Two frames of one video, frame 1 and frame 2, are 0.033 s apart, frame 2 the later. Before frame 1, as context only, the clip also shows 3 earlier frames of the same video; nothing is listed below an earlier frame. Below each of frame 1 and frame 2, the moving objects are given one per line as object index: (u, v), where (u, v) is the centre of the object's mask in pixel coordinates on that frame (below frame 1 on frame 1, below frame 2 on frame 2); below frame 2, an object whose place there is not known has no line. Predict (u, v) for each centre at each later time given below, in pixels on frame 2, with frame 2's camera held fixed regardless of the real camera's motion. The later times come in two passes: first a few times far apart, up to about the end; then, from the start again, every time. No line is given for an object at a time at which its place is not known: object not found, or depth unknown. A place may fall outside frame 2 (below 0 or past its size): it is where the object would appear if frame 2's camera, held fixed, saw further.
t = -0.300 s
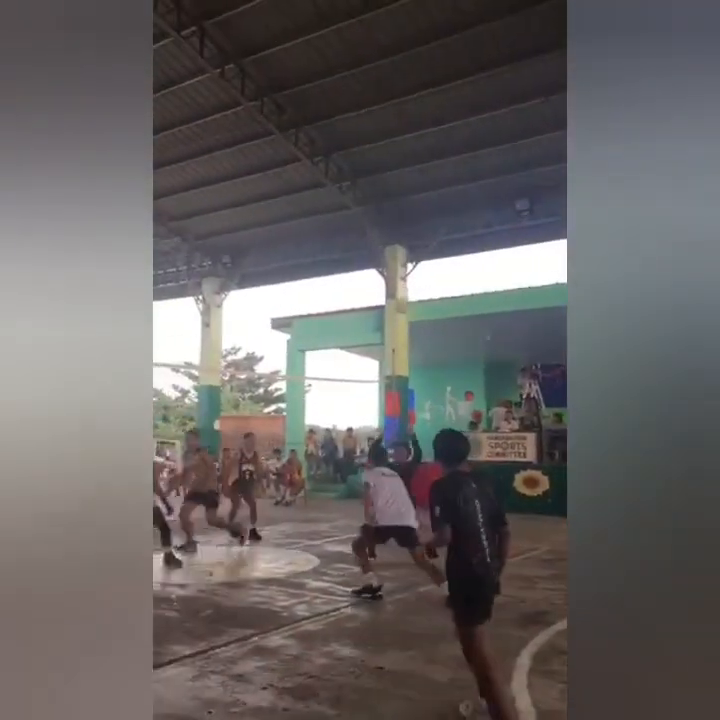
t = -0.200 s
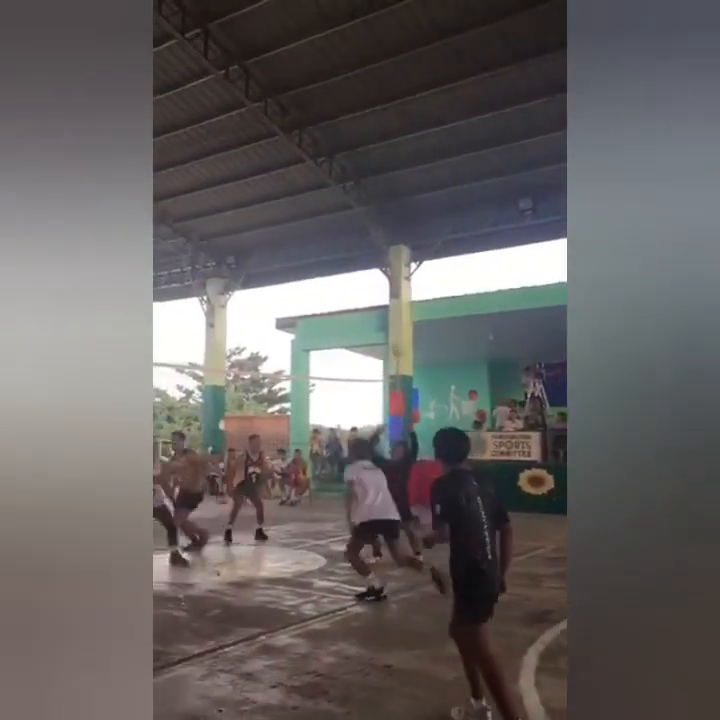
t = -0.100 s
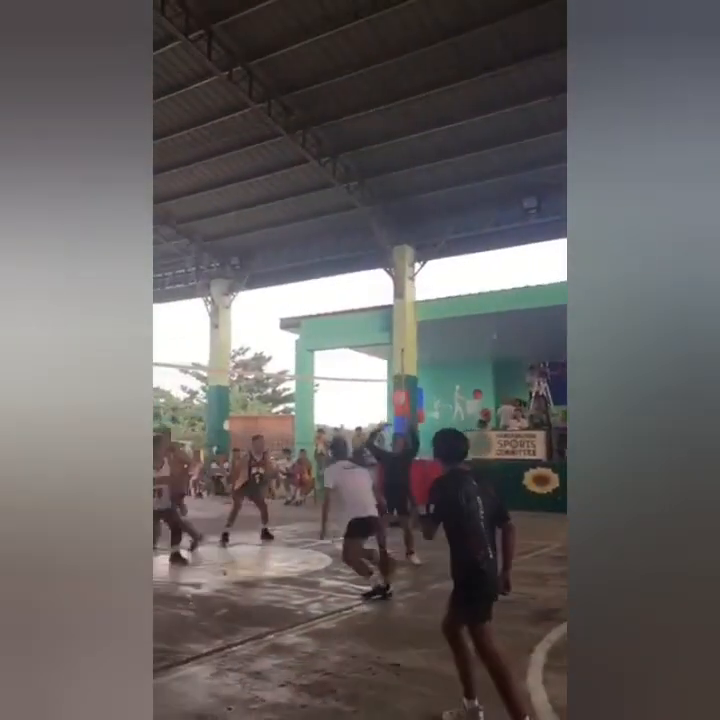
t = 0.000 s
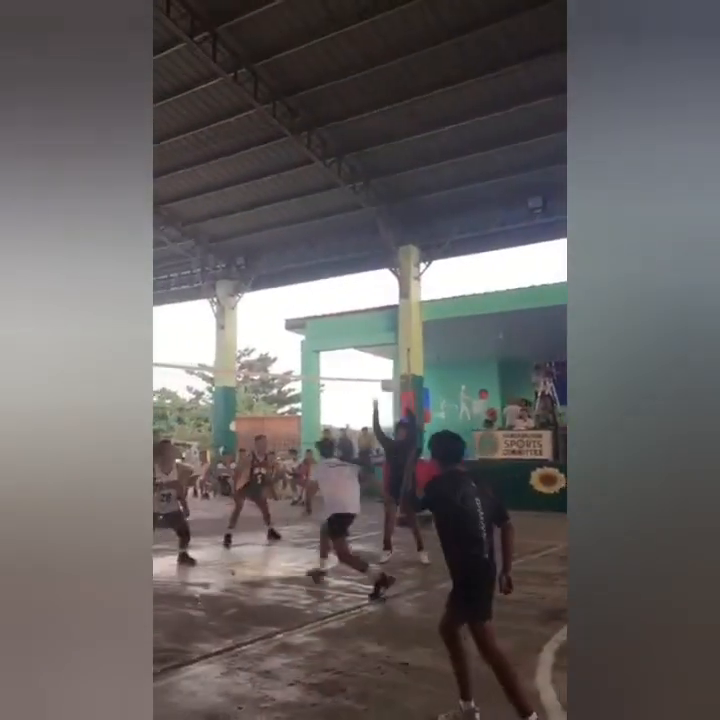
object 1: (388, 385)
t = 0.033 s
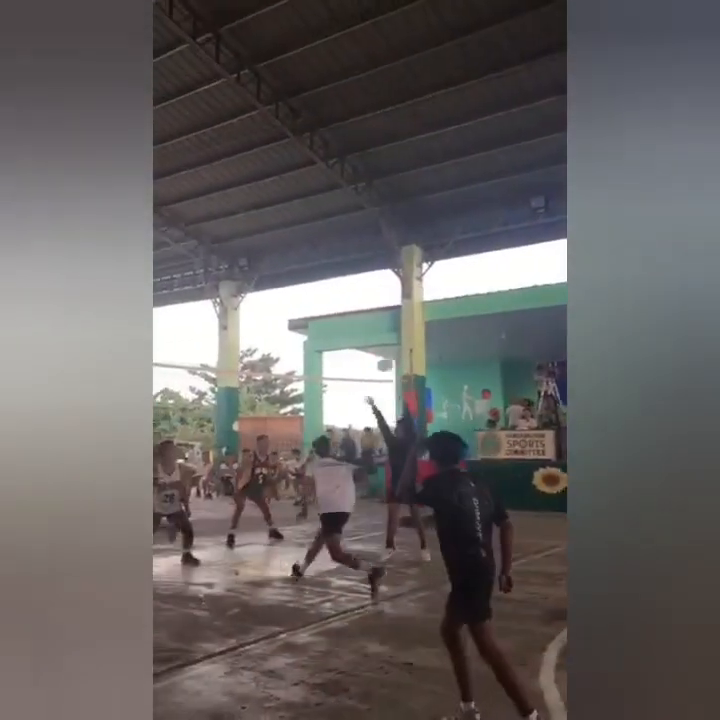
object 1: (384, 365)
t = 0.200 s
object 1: (349, 270)
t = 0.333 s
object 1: (322, 208)
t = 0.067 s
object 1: (378, 344)
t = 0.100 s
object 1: (370, 328)
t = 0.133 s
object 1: (365, 307)
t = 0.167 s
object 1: (356, 288)
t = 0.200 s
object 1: (349, 270)
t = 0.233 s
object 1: (342, 254)
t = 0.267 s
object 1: (336, 238)
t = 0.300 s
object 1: (329, 223)
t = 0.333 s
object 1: (322, 208)
